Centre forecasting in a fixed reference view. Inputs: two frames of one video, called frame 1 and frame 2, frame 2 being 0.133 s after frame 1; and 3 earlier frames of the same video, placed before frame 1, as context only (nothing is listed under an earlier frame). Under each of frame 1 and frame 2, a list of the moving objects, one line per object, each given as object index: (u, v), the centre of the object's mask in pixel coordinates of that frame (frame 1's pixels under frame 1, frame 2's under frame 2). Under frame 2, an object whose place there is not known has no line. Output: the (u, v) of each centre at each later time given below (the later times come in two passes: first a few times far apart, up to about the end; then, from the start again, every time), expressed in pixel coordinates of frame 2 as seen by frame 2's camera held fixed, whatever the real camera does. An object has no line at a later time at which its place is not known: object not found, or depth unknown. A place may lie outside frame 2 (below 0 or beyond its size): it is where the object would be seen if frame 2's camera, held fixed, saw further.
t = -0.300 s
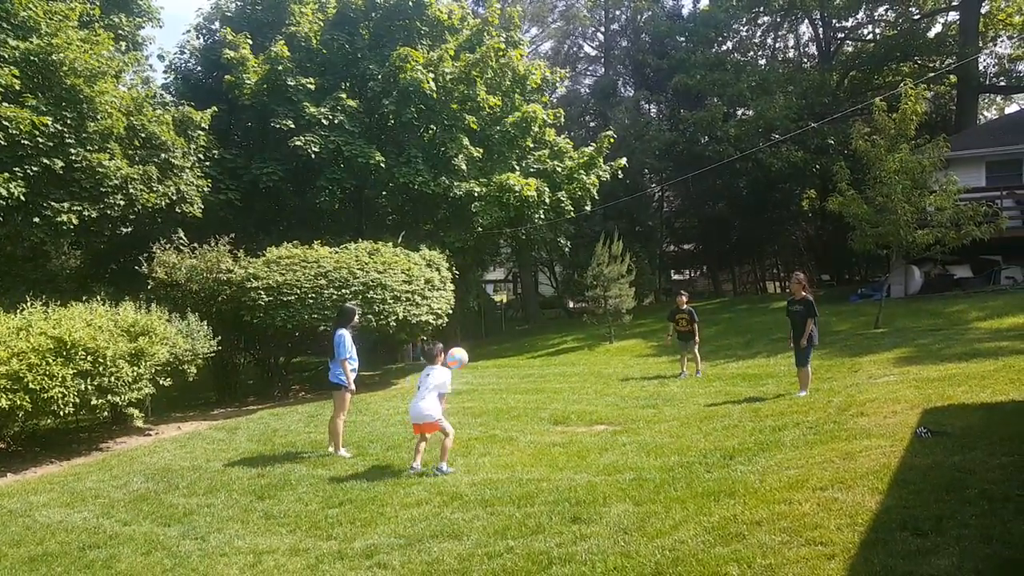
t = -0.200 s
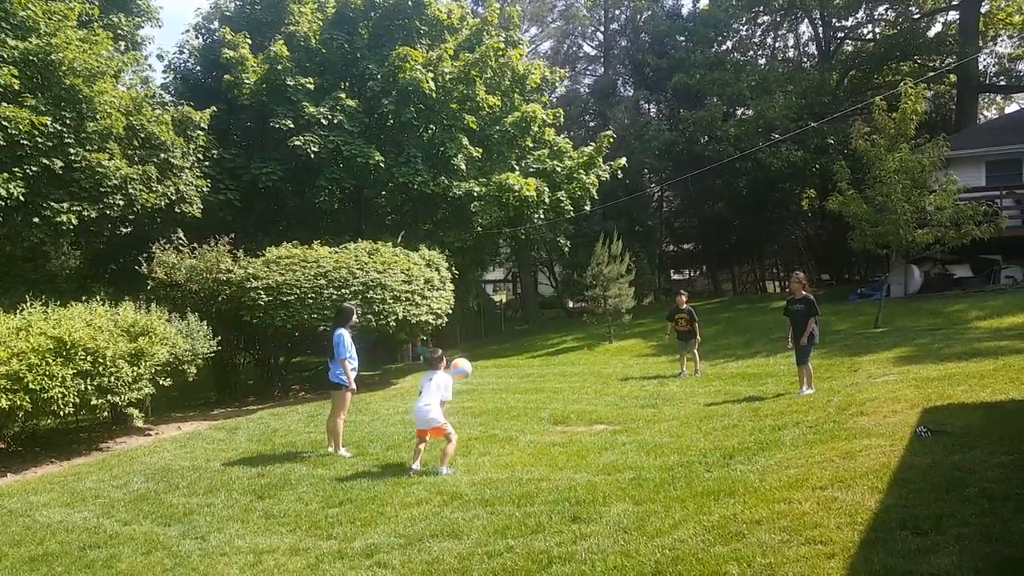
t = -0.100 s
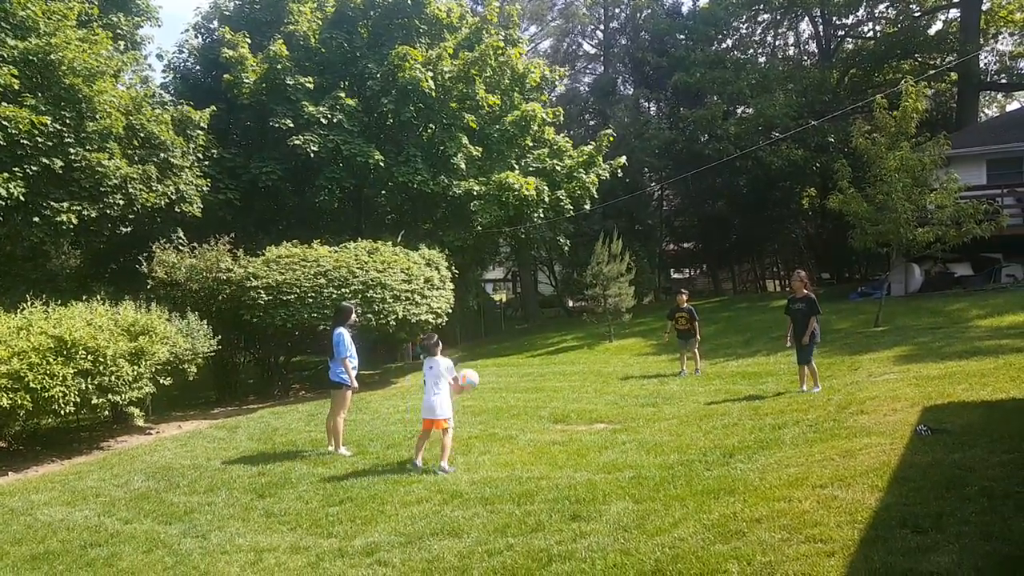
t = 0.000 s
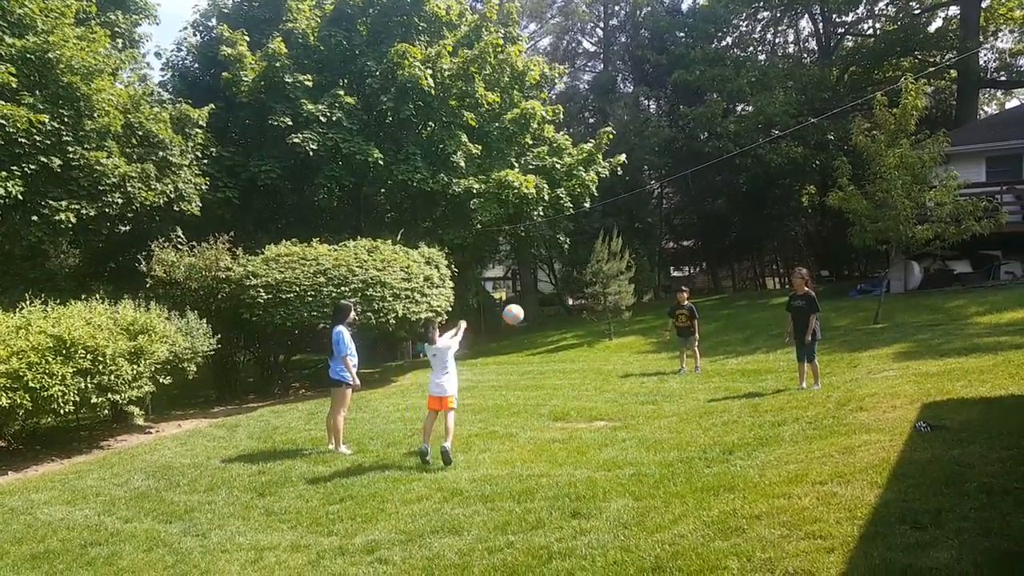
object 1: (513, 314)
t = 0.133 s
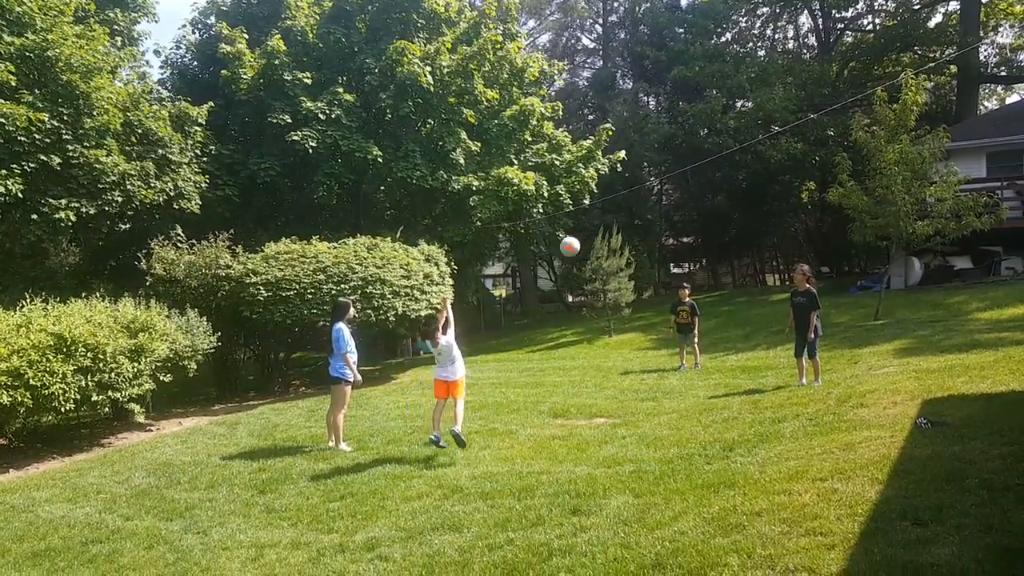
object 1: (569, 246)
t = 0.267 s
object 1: (623, 203)
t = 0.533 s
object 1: (720, 168)
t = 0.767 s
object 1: (792, 188)
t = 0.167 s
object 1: (583, 234)
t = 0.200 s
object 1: (597, 222)
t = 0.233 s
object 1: (610, 212)
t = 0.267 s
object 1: (623, 203)
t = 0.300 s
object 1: (636, 195)
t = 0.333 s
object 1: (649, 187)
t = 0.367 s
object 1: (661, 181)
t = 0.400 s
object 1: (673, 176)
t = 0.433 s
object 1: (685, 173)
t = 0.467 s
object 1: (697, 171)
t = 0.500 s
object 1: (708, 169)
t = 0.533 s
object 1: (720, 168)
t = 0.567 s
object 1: (731, 169)
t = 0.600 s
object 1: (741, 170)
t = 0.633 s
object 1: (752, 172)
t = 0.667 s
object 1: (762, 175)
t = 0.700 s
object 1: (772, 179)
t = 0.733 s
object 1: (782, 183)
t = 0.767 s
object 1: (792, 188)
